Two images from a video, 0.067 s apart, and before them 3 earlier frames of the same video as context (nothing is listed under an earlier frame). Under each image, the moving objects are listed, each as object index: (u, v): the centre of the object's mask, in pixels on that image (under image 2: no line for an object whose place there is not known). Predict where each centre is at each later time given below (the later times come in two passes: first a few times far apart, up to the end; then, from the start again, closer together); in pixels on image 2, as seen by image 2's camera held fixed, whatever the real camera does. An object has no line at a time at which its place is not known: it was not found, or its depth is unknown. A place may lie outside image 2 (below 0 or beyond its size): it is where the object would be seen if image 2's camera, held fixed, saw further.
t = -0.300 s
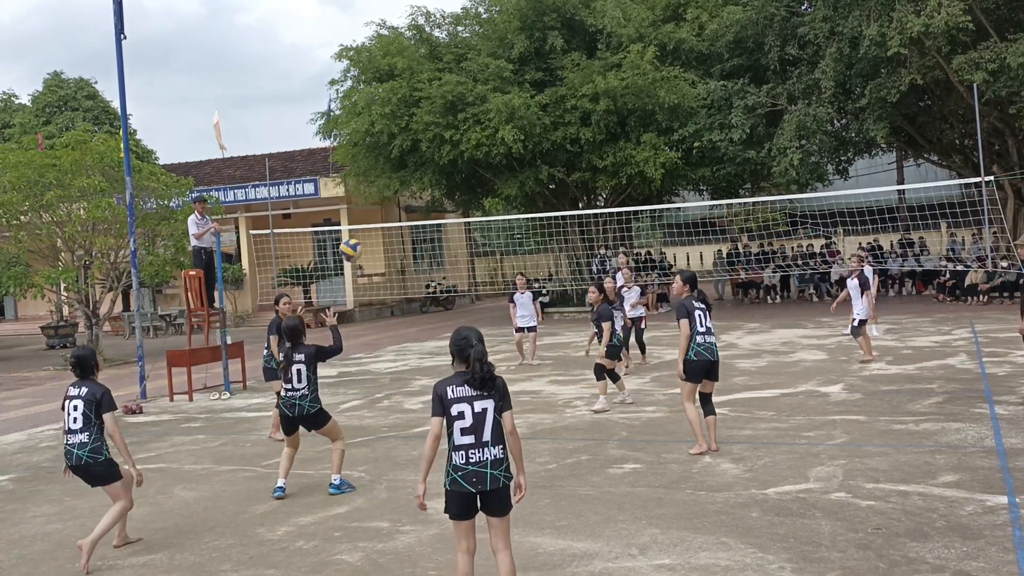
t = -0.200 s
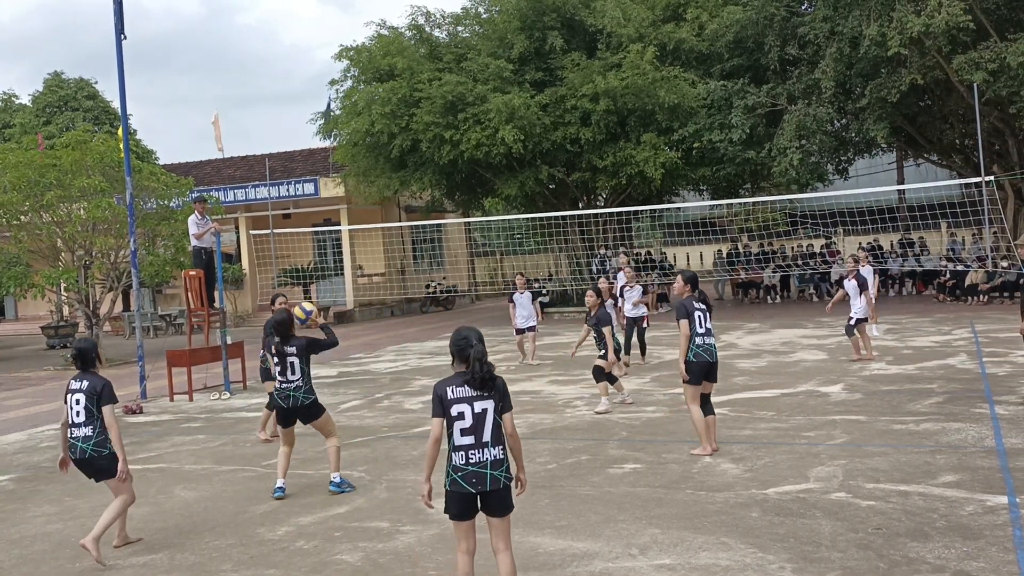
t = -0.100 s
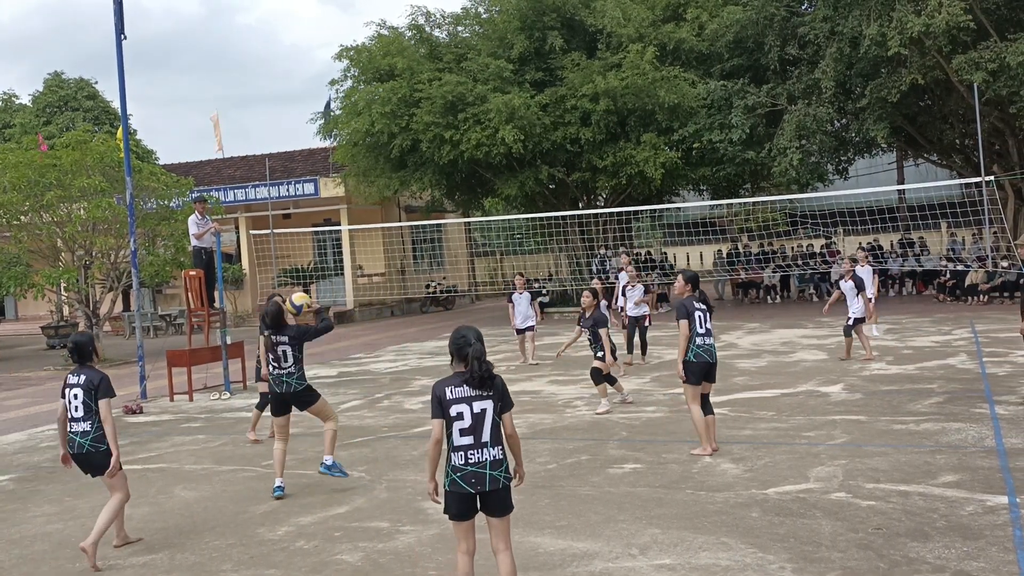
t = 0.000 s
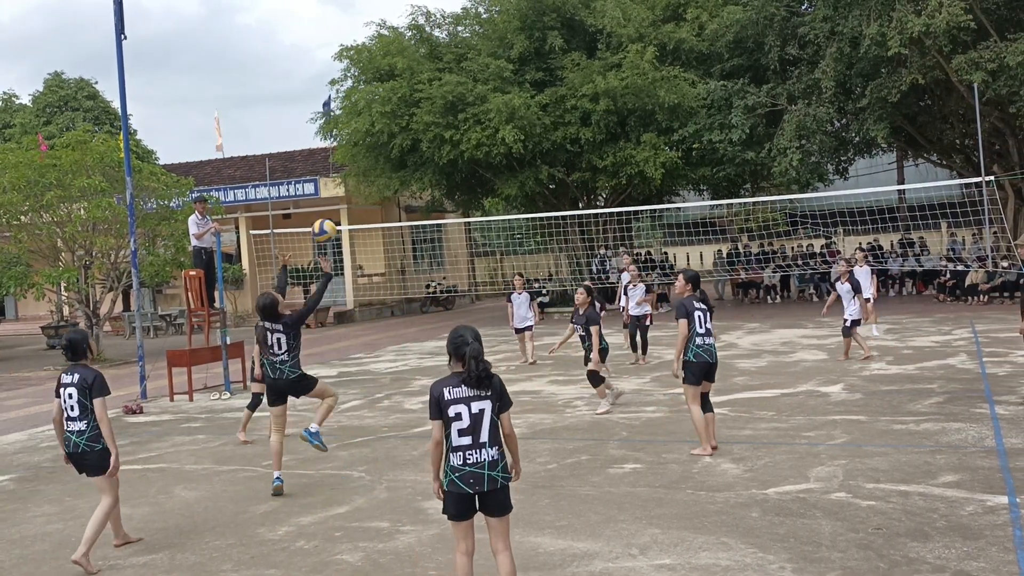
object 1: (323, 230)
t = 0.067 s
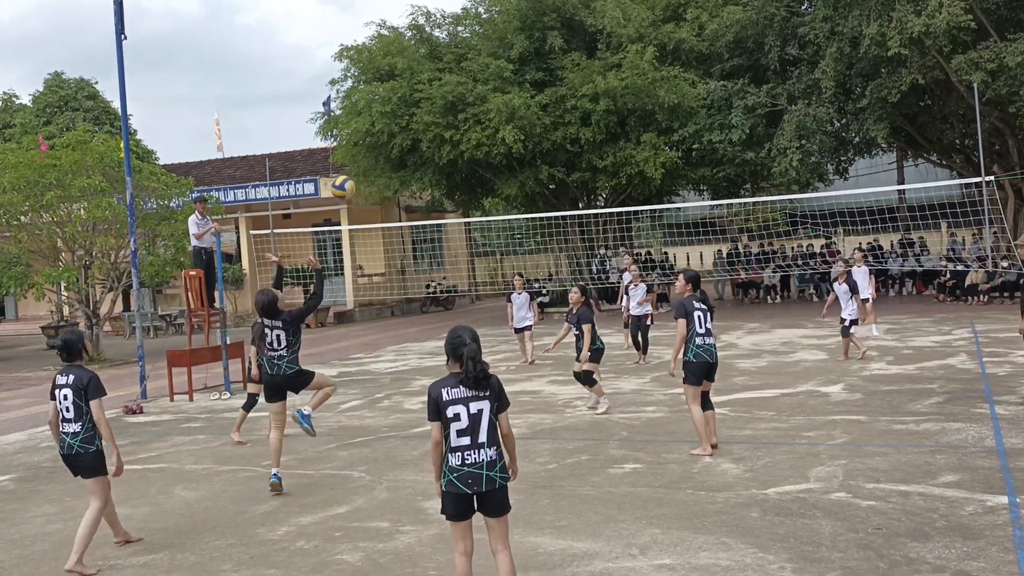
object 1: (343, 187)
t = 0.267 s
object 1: (397, 92)
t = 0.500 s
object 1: (459, 43)
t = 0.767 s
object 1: (529, 59)
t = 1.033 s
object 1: (596, 146)
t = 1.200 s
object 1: (635, 227)
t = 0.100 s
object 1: (352, 167)
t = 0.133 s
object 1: (361, 150)
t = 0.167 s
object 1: (371, 134)
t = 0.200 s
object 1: (379, 118)
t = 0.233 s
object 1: (388, 105)
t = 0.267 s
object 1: (397, 92)
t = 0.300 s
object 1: (406, 82)
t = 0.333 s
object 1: (415, 72)
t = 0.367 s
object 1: (424, 64)
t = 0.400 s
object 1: (432, 56)
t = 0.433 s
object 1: (441, 51)
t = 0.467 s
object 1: (450, 46)
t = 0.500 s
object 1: (459, 43)
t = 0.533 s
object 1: (468, 41)
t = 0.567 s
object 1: (477, 40)
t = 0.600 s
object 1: (485, 41)
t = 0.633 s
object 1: (494, 42)
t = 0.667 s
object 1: (503, 45)
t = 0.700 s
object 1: (511, 48)
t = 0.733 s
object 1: (520, 53)
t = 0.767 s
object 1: (529, 59)
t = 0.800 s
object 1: (538, 67)
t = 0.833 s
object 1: (546, 76)
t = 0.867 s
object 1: (555, 86)
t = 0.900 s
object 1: (563, 96)
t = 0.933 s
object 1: (571, 107)
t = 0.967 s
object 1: (579, 119)
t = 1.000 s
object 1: (587, 132)
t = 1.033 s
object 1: (596, 146)
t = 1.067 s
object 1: (604, 160)
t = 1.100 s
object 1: (612, 176)
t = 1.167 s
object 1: (628, 209)
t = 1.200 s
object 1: (635, 227)
